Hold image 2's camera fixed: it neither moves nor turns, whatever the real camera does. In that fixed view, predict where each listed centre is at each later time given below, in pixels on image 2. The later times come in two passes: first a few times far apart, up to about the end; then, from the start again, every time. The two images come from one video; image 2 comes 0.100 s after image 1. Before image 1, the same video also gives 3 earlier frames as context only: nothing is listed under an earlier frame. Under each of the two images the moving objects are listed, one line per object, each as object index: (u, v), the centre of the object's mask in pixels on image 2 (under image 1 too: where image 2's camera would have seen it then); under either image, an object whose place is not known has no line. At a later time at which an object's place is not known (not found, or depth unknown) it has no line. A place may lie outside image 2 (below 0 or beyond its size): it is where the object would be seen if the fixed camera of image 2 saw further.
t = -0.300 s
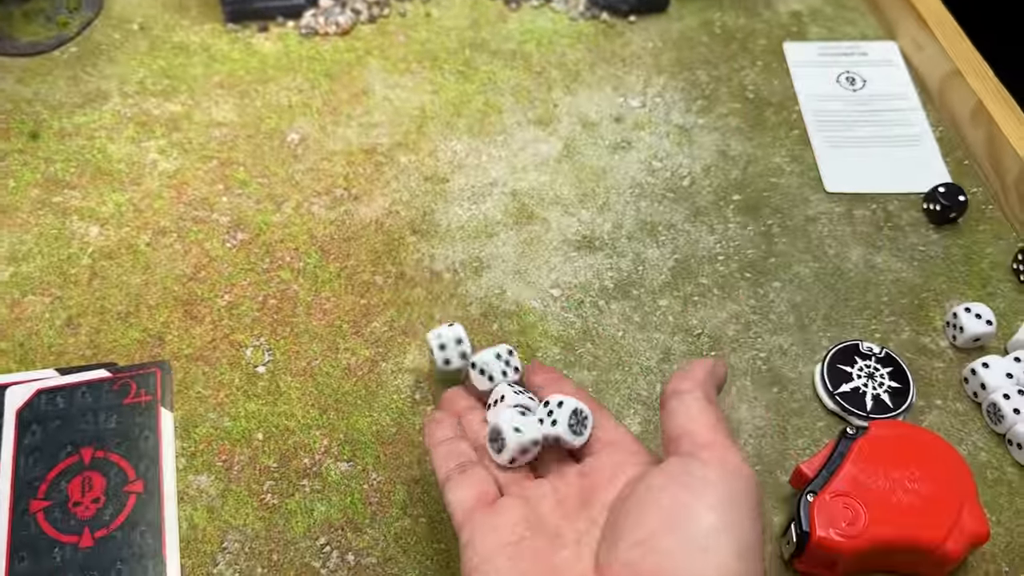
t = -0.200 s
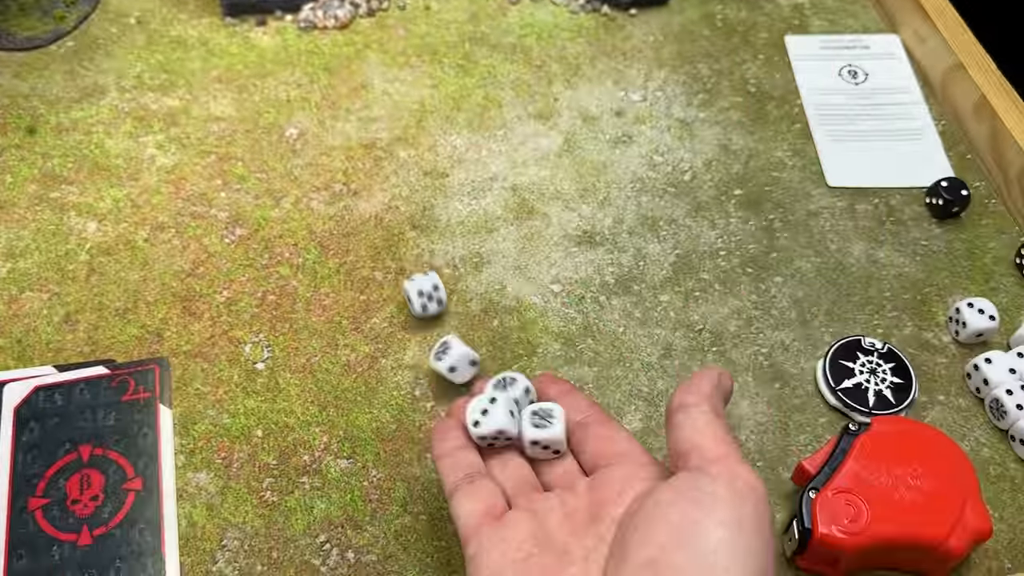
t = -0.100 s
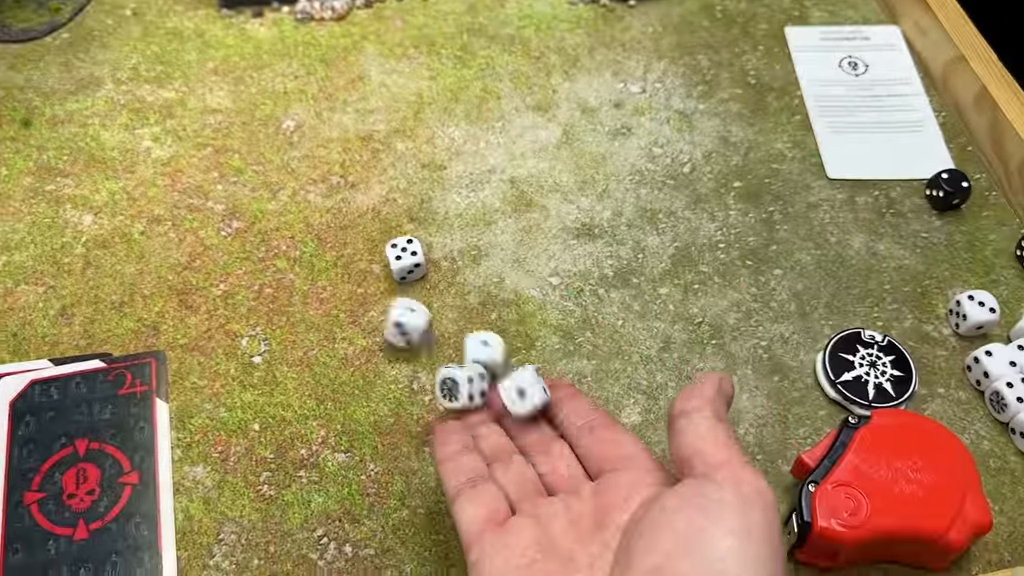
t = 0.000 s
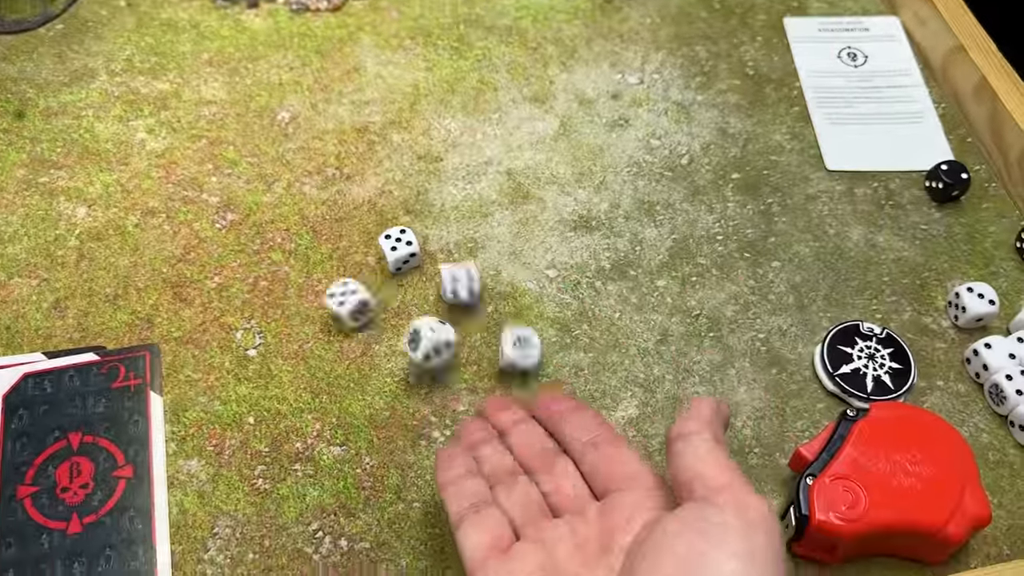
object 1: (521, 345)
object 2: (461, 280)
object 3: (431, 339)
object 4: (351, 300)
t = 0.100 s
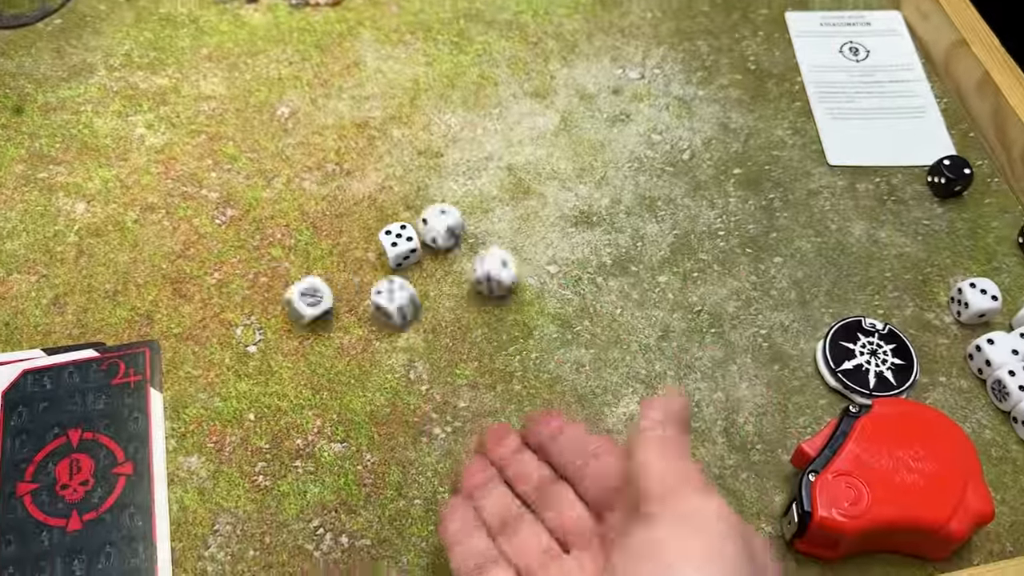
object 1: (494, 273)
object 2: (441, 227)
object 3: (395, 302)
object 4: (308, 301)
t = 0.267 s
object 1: (473, 181)
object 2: (403, 193)
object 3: (372, 276)
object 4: (278, 288)
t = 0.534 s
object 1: (473, 163)
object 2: (402, 193)
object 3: (372, 276)
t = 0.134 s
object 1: (484, 253)
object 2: (437, 215)
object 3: (386, 285)
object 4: (294, 297)
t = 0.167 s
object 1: (476, 234)
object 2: (429, 205)
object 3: (379, 276)
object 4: (284, 291)
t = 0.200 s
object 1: (472, 216)
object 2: (421, 200)
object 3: (374, 275)
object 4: (279, 288)
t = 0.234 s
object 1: (470, 198)
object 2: (409, 195)
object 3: (372, 276)
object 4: (278, 288)
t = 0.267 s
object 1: (473, 181)
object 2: (403, 193)
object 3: (372, 276)
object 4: (278, 288)
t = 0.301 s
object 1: (473, 170)
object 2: (402, 193)
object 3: (372, 276)
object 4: (278, 288)
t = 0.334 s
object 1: (473, 165)
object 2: (402, 192)
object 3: (372, 276)
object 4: (278, 288)
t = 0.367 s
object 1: (473, 163)
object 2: (402, 192)
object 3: (372, 276)
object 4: (278, 288)
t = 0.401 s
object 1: (473, 163)
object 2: (402, 192)
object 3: (372, 276)
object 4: (278, 288)
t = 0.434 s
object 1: (473, 163)
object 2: (402, 192)
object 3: (372, 276)
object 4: (278, 288)
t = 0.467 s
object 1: (473, 163)
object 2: (402, 192)
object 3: (372, 276)
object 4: (278, 288)
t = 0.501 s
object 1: (473, 163)
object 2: (402, 192)
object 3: (372, 276)
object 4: (278, 288)
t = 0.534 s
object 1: (473, 163)
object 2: (402, 193)
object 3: (372, 276)
